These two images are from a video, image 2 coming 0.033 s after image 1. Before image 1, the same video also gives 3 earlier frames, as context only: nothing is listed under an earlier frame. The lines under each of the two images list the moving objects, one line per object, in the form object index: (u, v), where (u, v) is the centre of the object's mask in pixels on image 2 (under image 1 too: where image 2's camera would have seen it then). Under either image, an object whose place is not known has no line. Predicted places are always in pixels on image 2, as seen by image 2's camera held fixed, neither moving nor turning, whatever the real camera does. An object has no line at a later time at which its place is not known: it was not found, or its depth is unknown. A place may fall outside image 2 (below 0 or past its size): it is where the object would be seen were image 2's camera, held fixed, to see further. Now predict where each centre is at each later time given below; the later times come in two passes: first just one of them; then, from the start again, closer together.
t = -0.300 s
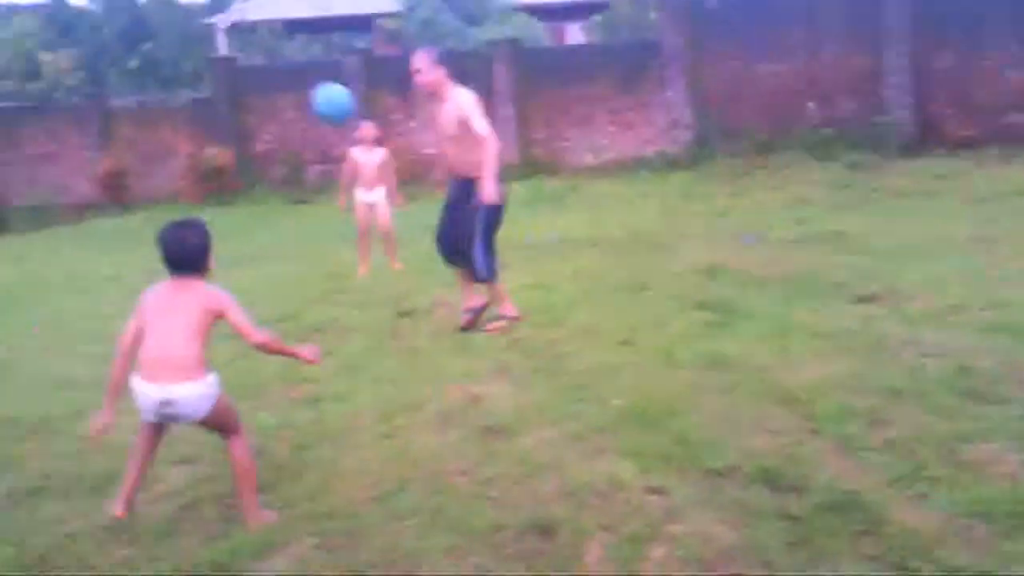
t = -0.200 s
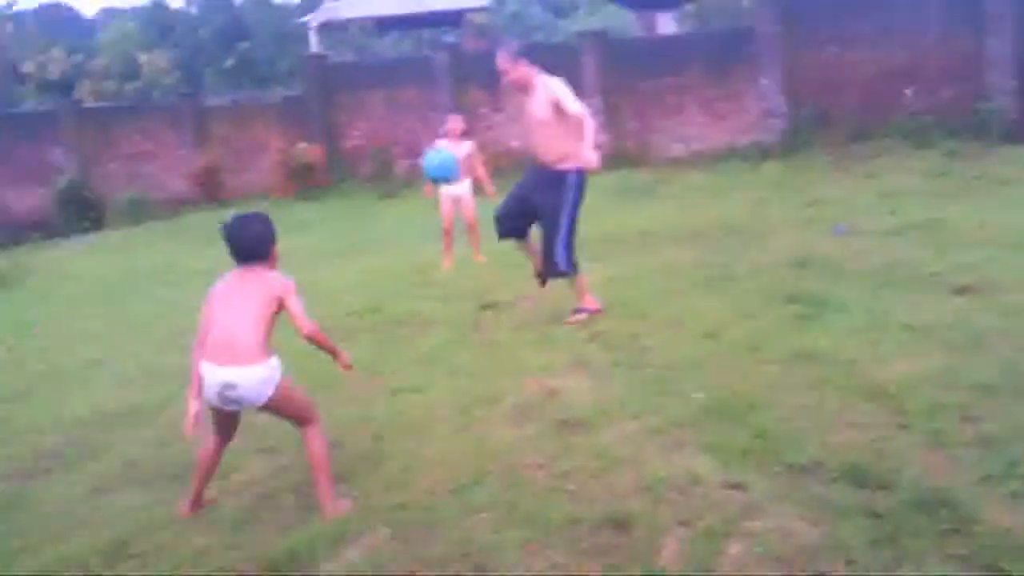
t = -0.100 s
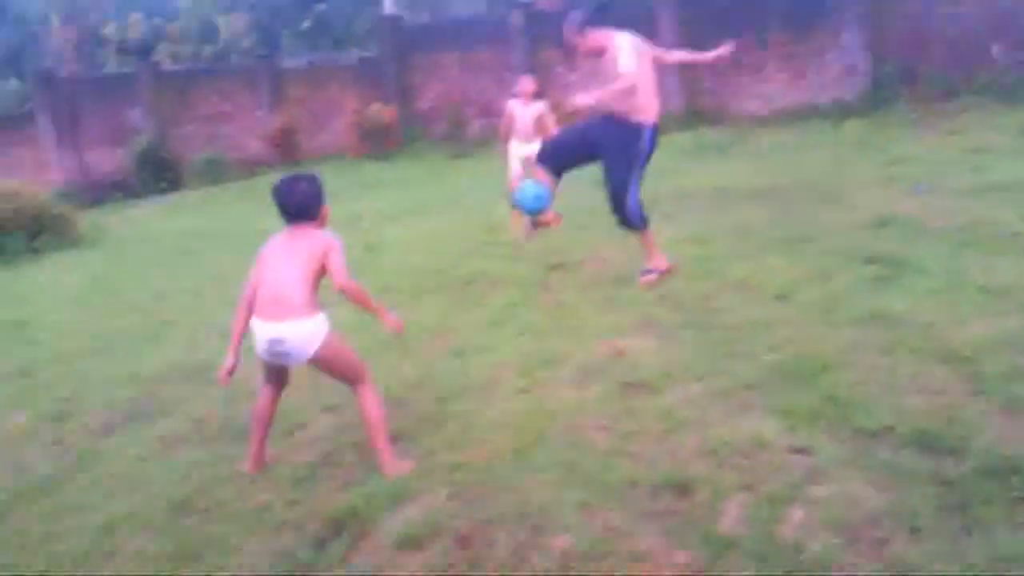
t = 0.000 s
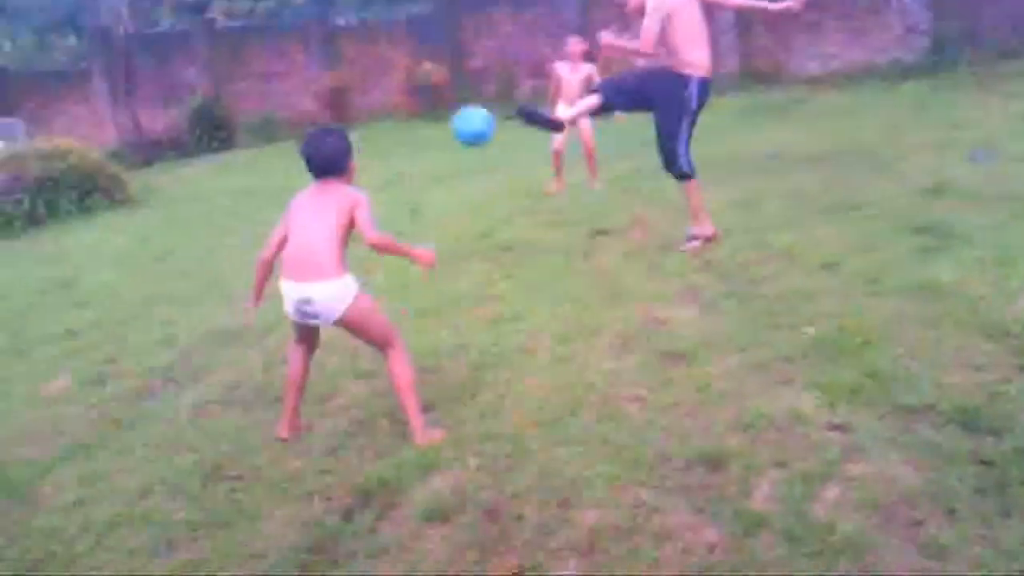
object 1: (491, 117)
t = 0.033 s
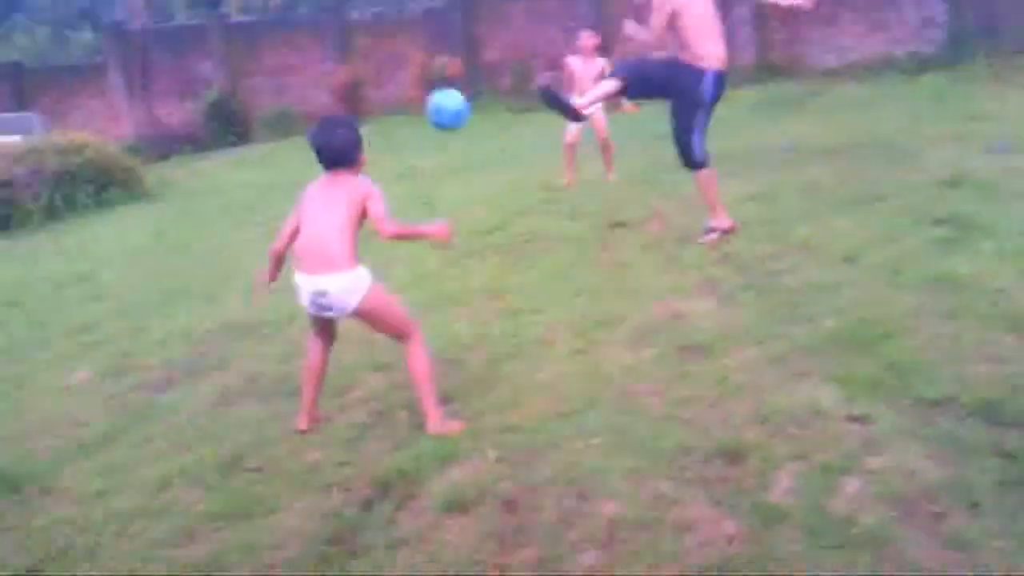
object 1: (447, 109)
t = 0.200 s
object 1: (206, 93)
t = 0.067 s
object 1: (405, 99)
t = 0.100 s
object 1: (361, 92)
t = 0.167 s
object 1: (259, 88)
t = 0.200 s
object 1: (206, 93)
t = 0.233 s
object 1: (151, 101)
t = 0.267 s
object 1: (95, 113)
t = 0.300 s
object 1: (36, 129)
